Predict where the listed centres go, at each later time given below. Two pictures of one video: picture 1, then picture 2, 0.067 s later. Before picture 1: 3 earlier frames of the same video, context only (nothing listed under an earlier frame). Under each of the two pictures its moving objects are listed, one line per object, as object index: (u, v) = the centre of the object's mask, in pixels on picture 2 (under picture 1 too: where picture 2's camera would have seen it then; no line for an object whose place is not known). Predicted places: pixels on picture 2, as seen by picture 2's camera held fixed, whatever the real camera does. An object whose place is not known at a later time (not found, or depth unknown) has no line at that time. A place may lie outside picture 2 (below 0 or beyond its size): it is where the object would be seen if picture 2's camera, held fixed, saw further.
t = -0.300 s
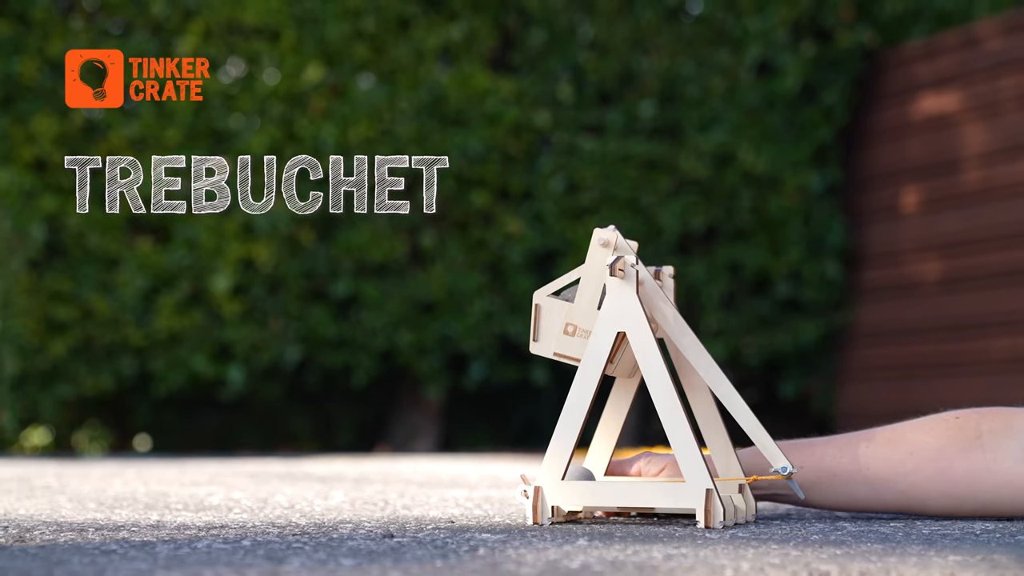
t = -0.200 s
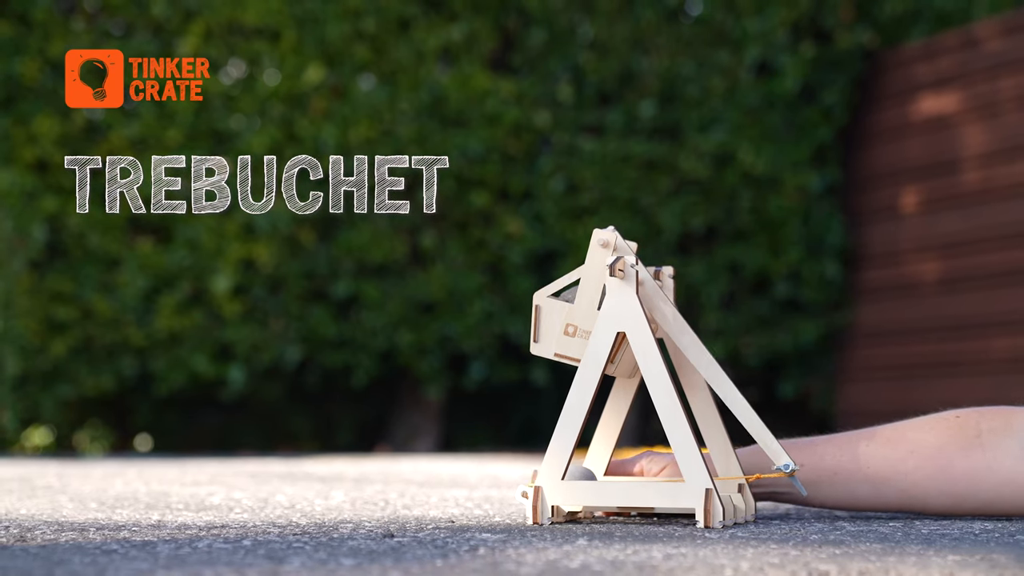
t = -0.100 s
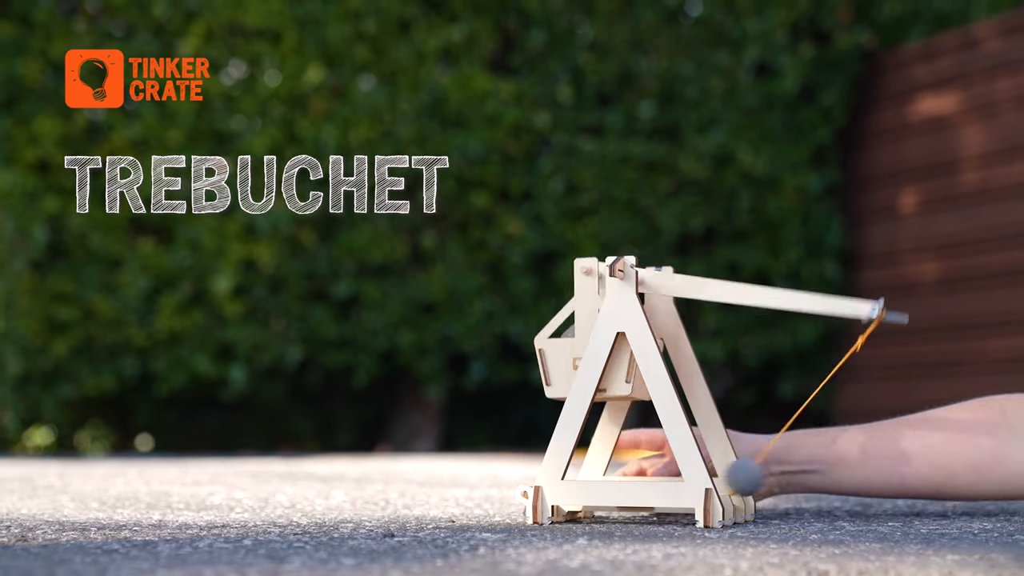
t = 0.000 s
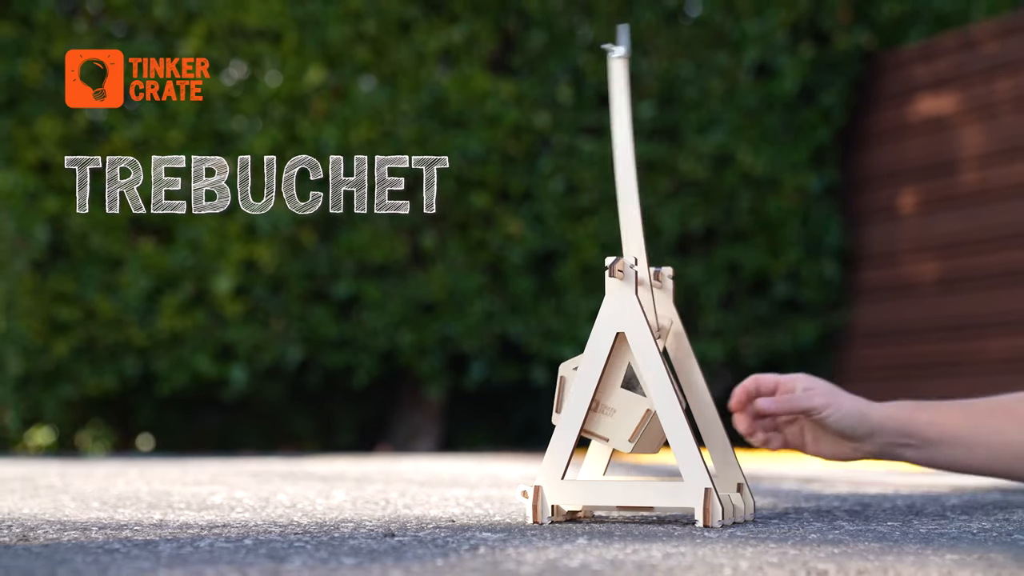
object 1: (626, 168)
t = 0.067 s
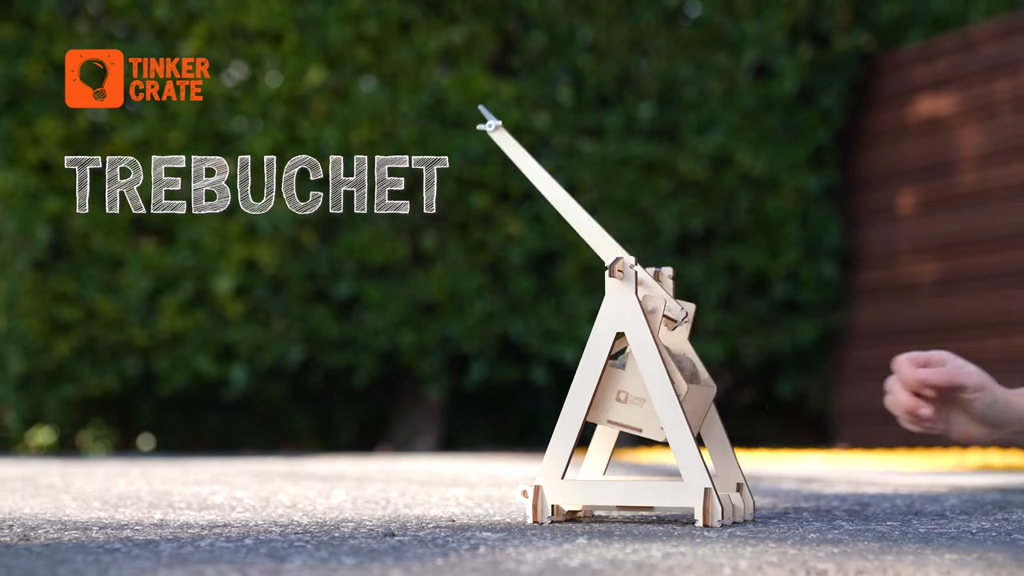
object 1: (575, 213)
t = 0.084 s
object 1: (573, 215)
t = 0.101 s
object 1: (574, 211)
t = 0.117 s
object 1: (585, 207)
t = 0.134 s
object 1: (596, 194)
